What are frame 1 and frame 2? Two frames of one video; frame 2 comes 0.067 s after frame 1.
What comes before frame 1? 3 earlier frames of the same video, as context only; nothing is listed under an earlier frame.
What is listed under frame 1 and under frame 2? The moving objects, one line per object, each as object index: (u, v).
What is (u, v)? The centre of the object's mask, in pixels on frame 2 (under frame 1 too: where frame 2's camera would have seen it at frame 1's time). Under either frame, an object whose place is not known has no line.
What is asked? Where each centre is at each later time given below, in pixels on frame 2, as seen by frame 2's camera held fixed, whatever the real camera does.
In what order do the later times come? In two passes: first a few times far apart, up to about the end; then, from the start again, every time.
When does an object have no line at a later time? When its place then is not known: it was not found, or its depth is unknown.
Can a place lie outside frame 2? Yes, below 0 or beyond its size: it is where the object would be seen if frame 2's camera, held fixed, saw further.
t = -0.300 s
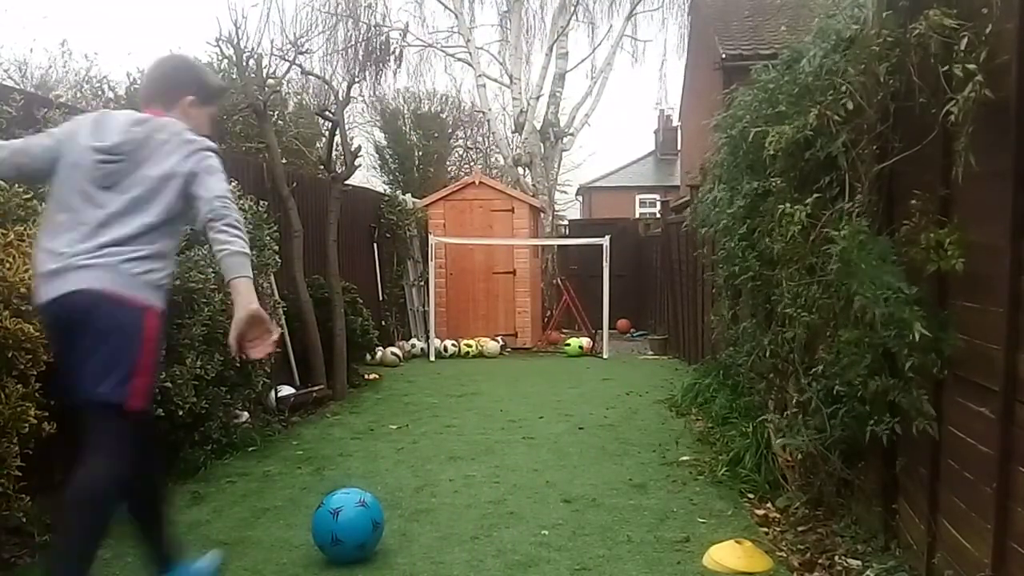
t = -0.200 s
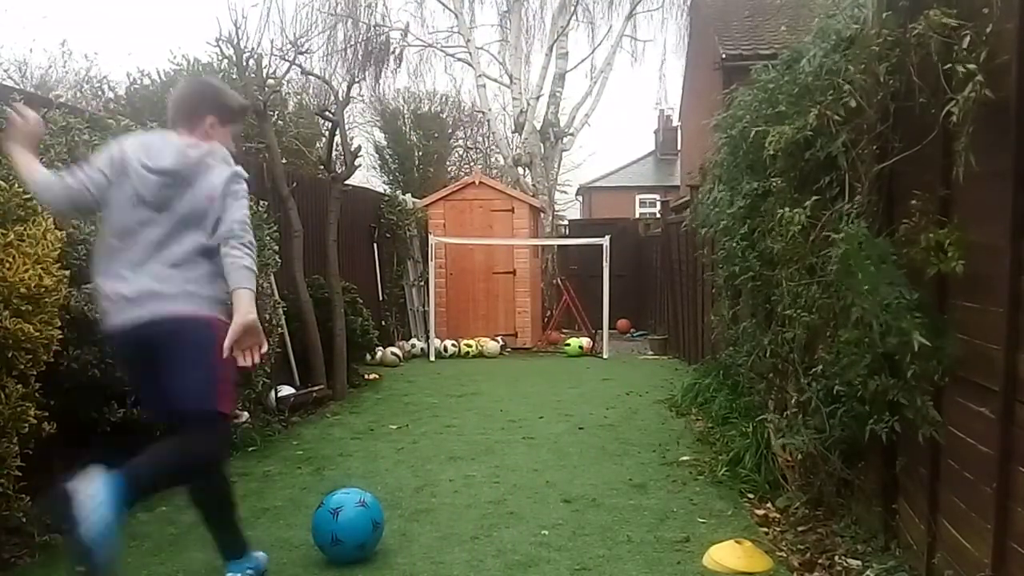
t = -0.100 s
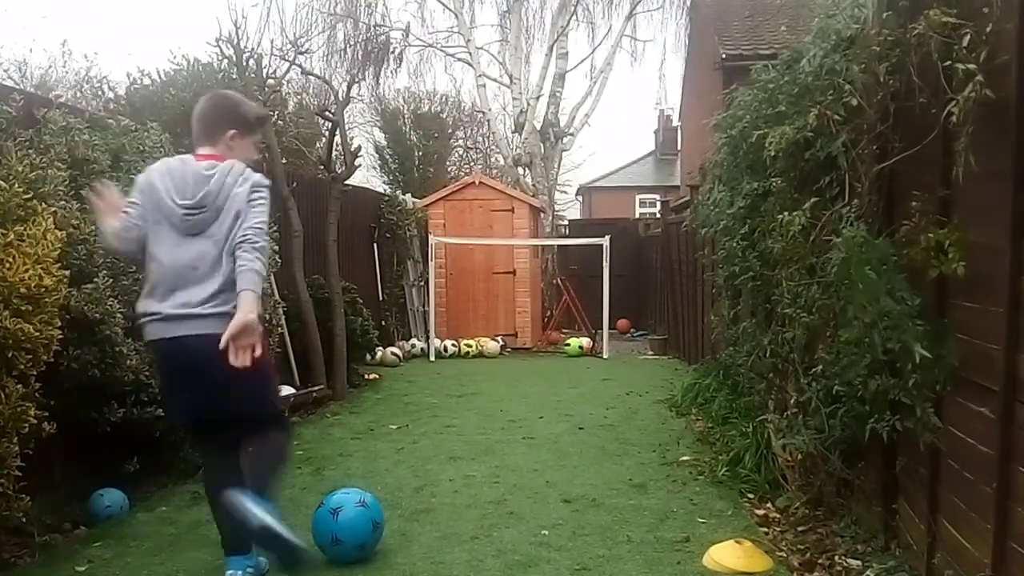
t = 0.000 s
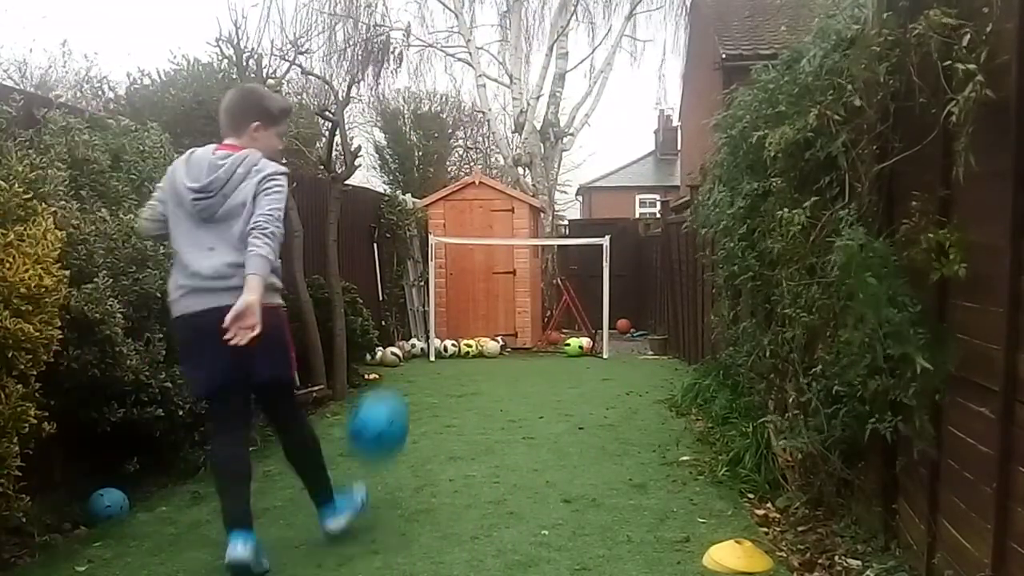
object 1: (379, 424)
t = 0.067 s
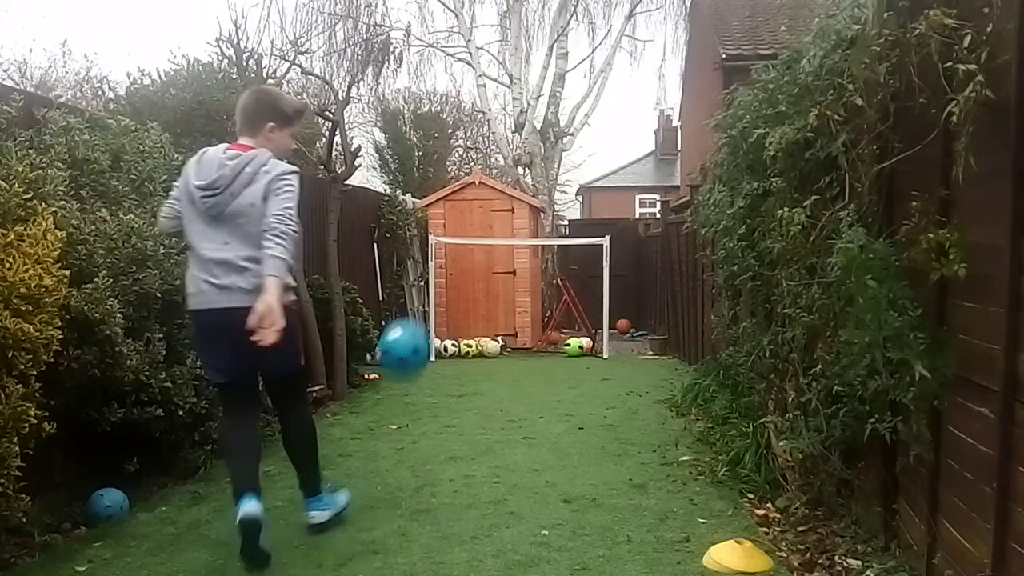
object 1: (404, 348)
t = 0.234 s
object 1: (443, 249)
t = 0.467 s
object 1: (474, 220)
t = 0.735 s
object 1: (494, 258)
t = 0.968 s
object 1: (506, 324)
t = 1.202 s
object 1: (509, 333)
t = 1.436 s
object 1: (511, 347)
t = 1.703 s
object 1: (510, 349)
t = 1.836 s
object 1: (510, 347)
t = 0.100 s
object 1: (412, 318)
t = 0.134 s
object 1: (422, 295)
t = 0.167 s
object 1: (430, 276)
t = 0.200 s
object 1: (437, 262)
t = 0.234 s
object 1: (443, 249)
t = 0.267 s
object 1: (450, 239)
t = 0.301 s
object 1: (454, 231)
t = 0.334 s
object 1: (459, 225)
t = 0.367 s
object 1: (463, 222)
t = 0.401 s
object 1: (467, 221)
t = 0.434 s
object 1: (471, 220)
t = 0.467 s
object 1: (474, 220)
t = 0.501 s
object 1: (477, 221)
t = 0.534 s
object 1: (480, 224)
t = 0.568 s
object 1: (482, 228)
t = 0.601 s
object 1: (485, 233)
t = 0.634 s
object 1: (487, 238)
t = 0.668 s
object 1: (489, 244)
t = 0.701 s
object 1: (492, 250)
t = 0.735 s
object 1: (494, 258)
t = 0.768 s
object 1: (496, 266)
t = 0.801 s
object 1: (497, 275)
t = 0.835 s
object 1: (500, 283)
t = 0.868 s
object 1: (501, 293)
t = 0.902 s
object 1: (503, 302)
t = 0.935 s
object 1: (505, 313)
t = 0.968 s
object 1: (506, 324)
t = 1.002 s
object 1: (508, 334)
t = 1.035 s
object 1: (509, 342)
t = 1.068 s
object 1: (510, 340)
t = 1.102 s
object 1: (509, 338)
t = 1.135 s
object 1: (510, 335)
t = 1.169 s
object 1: (509, 334)
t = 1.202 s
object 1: (509, 333)
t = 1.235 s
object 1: (509, 332)
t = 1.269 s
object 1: (509, 333)
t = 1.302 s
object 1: (510, 334)
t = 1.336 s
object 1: (510, 337)
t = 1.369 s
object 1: (510, 340)
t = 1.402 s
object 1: (510, 344)
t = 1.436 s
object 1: (511, 347)
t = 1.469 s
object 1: (510, 345)
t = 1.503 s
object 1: (510, 343)
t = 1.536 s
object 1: (510, 342)
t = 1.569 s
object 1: (510, 342)
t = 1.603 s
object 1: (510, 342)
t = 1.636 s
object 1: (510, 343)
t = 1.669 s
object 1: (510, 346)
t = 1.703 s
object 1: (510, 349)
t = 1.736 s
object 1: (510, 348)
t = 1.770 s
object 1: (510, 347)
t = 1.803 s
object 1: (510, 347)
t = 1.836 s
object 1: (510, 347)
